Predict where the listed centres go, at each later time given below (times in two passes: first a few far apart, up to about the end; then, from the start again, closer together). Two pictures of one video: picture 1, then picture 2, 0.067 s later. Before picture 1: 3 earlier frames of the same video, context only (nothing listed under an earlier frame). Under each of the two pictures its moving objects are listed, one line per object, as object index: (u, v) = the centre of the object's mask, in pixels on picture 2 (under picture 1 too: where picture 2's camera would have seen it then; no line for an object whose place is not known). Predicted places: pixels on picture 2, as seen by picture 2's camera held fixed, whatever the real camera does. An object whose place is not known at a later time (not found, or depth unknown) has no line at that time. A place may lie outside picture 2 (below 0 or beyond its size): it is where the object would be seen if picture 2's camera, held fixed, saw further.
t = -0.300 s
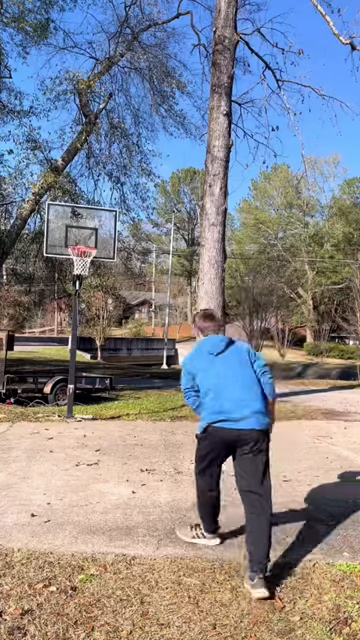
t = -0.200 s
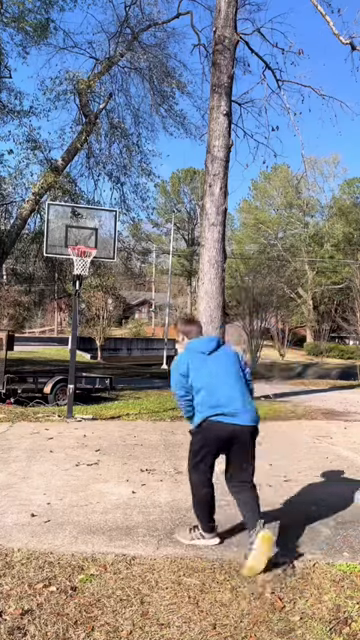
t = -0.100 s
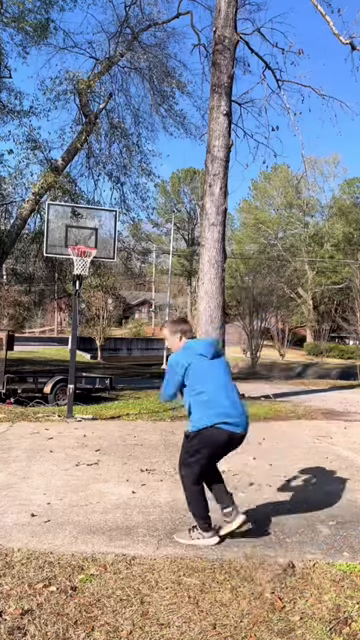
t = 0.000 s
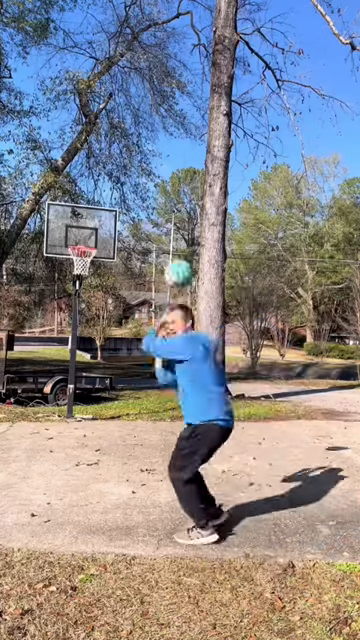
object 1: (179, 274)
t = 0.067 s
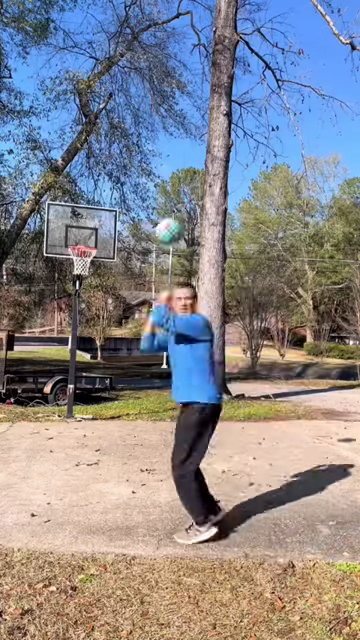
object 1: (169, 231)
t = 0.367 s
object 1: (134, 134)
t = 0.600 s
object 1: (116, 130)
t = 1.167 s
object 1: (81, 252)
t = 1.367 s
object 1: (82, 258)
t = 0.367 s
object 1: (134, 134)
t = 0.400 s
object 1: (131, 130)
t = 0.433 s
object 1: (128, 127)
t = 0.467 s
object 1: (125, 126)
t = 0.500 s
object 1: (122, 126)
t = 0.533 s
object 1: (120, 127)
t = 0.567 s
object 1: (118, 128)
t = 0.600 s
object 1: (116, 130)
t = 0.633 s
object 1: (112, 132)
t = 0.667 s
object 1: (110, 136)
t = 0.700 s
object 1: (107, 140)
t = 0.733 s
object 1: (105, 145)
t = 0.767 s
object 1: (103, 150)
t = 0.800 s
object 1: (101, 156)
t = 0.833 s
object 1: (98, 162)
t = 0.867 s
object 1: (98, 170)
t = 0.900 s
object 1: (96, 177)
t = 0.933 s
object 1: (94, 185)
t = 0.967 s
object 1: (91, 193)
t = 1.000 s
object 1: (89, 202)
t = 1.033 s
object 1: (88, 212)
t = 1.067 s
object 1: (86, 220)
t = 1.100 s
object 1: (84, 231)
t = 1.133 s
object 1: (82, 240)
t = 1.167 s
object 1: (81, 252)
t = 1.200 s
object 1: (81, 260)
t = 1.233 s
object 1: (81, 257)
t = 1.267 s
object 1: (81, 258)
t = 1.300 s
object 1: (81, 257)
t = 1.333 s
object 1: (81, 257)
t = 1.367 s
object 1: (82, 258)
